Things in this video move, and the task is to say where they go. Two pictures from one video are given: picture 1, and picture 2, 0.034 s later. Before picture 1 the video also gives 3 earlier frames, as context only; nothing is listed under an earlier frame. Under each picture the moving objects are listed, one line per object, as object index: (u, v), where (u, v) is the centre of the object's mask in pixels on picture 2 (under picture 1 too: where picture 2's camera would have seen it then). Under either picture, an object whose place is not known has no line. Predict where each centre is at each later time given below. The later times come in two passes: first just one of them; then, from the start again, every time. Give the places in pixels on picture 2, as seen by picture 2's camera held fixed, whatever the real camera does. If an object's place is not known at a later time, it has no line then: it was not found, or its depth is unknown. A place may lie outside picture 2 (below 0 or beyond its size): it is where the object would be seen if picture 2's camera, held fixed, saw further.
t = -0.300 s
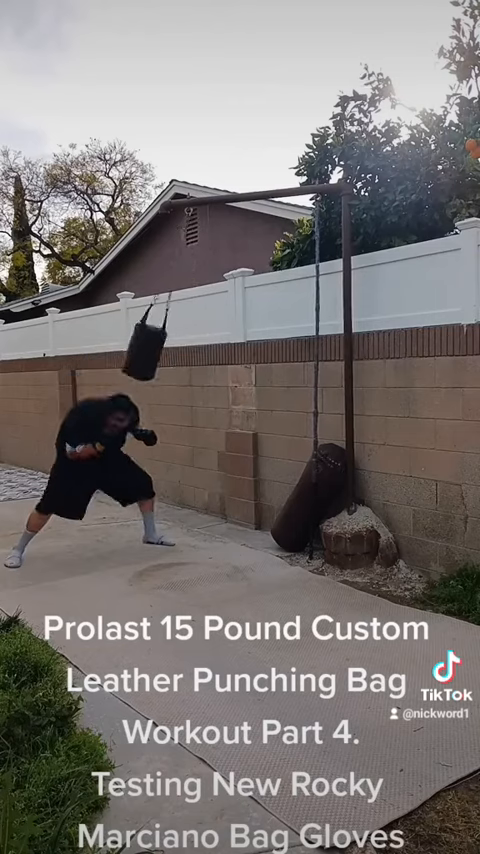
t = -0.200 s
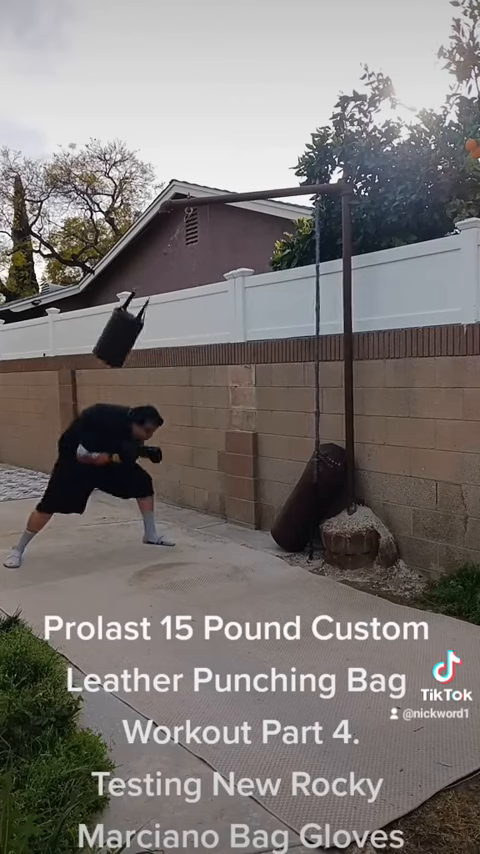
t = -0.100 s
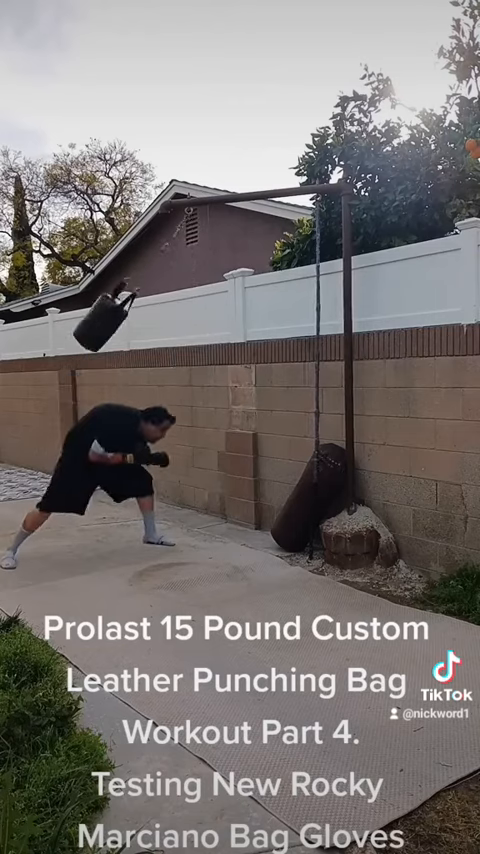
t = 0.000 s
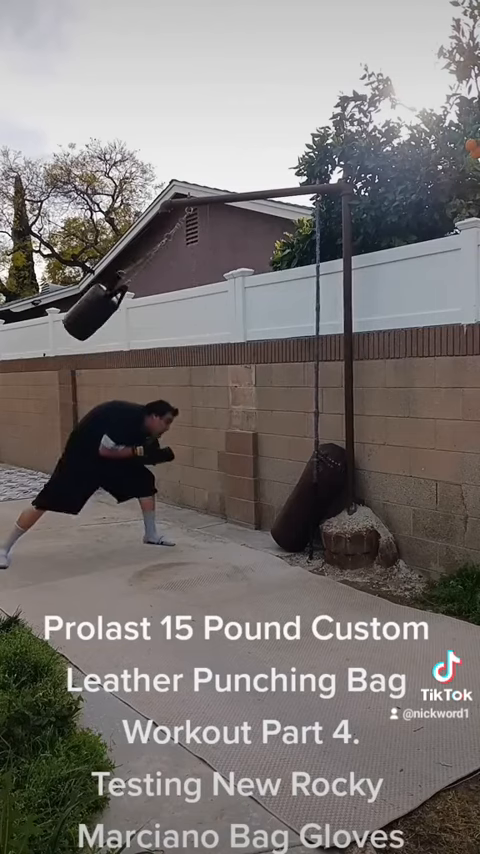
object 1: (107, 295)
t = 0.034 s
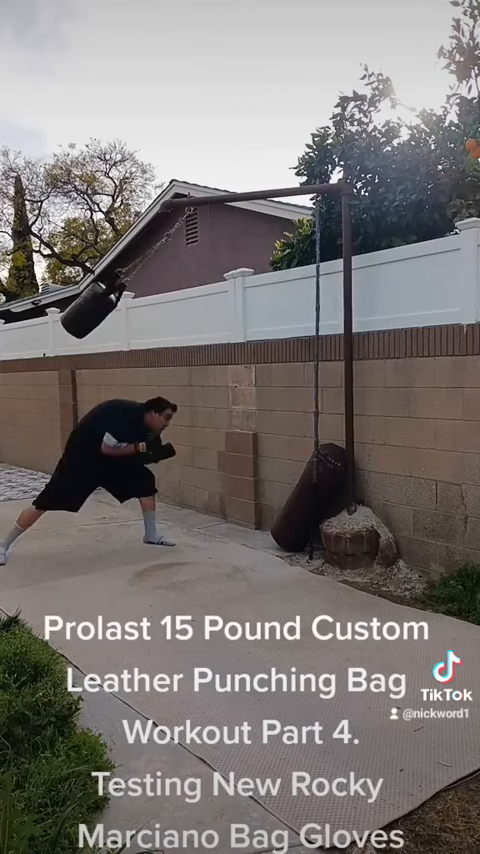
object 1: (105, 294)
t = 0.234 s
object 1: (97, 311)
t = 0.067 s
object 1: (104, 293)
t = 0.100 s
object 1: (104, 293)
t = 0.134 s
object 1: (104, 294)
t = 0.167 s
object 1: (104, 295)
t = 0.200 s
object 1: (105, 298)
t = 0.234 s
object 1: (97, 311)
